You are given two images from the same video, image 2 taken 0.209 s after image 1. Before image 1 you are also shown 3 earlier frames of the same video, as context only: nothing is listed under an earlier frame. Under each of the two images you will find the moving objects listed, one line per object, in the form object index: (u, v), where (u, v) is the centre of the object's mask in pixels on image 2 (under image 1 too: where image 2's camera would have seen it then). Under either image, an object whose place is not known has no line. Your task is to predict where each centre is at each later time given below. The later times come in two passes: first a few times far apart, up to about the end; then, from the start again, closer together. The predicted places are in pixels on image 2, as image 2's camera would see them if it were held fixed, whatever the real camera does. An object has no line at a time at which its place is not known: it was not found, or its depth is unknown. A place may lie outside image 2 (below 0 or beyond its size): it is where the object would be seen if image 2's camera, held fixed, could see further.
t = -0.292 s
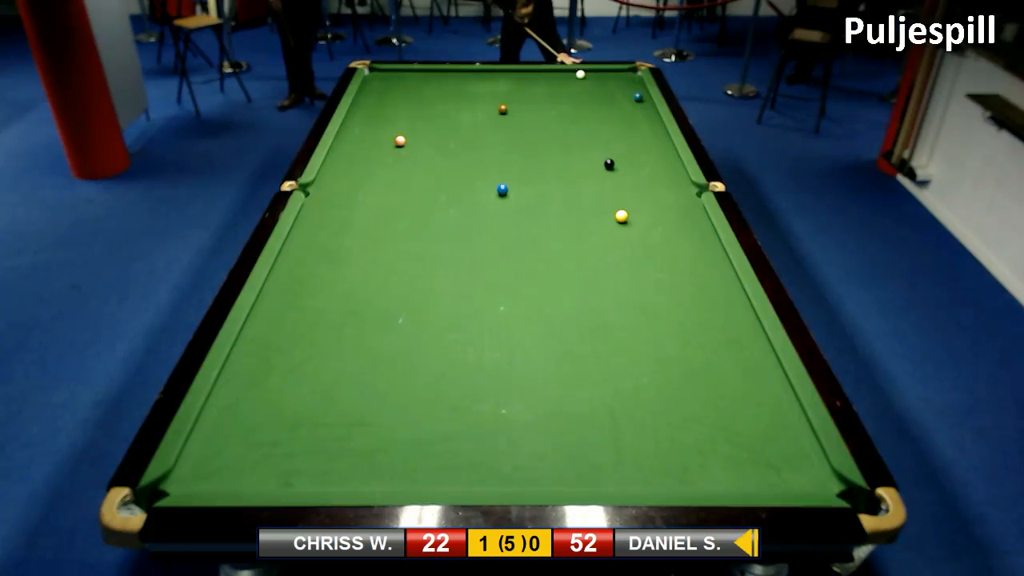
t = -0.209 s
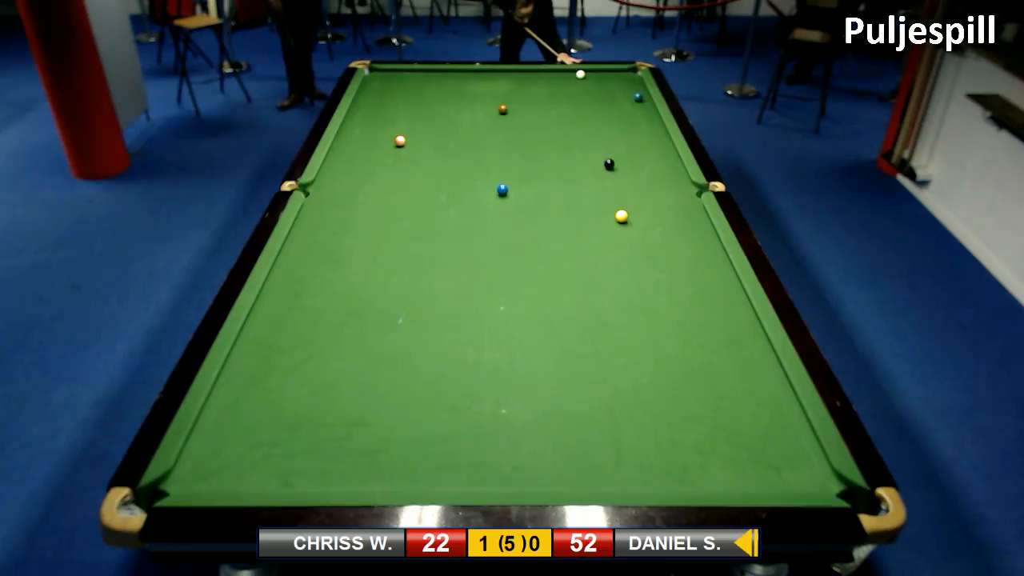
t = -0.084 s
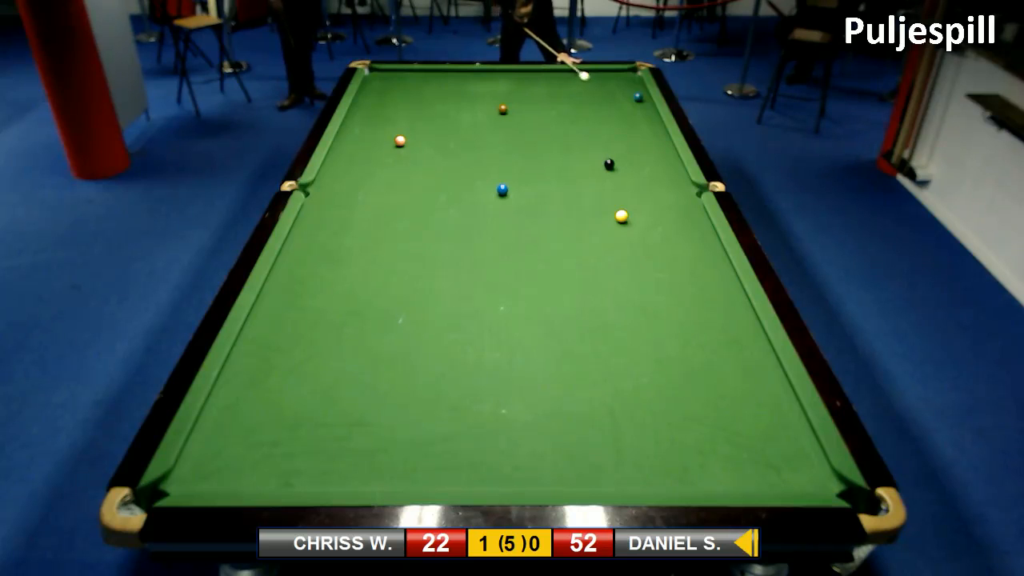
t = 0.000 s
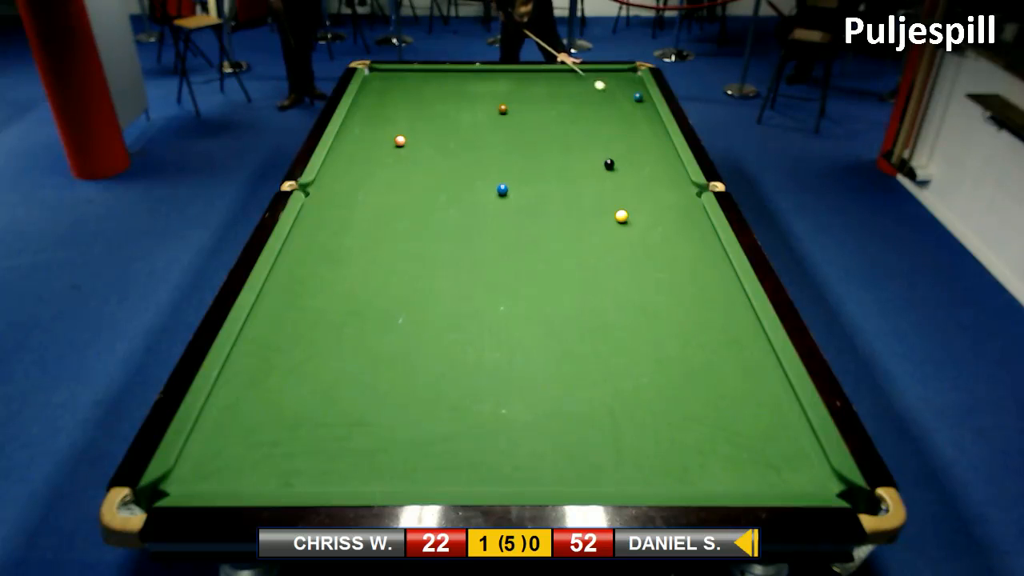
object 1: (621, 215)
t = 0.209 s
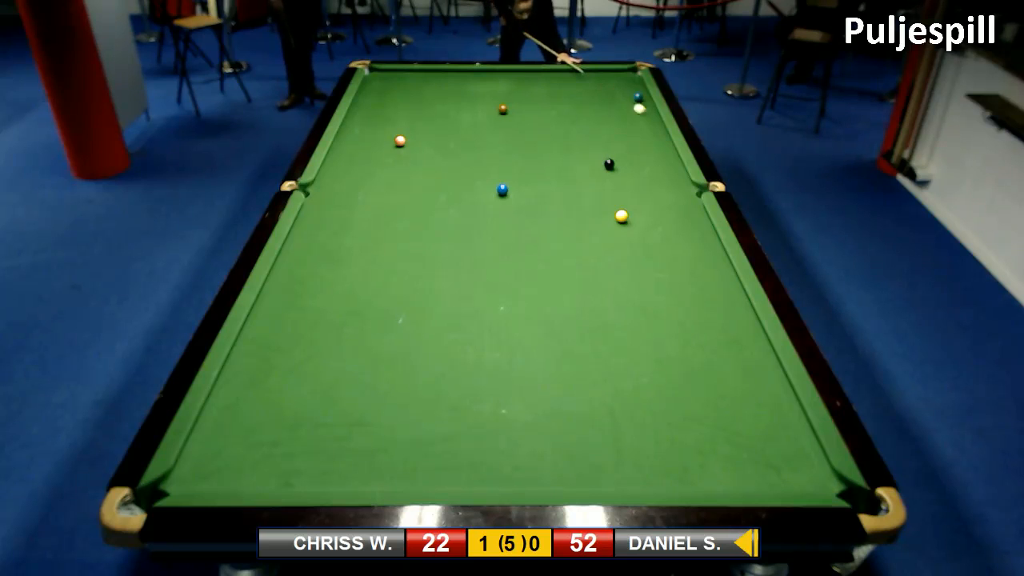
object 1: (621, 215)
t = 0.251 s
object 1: (621, 215)
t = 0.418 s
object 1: (621, 215)
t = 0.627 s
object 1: (621, 215)
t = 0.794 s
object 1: (621, 215)
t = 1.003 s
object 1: (617, 224)
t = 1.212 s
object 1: (605, 252)
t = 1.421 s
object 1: (594, 278)
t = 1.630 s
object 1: (582, 307)
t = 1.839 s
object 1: (569, 338)
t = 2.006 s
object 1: (558, 365)
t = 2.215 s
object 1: (543, 403)
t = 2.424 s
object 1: (526, 444)
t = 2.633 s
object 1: (508, 476)
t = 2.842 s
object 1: (495, 443)
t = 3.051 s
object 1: (484, 416)
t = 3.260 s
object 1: (474, 392)
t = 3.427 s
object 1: (466, 375)
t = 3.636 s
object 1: (458, 355)
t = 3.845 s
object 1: (451, 338)
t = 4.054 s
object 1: (444, 323)
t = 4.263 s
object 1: (439, 309)
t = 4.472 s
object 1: (434, 297)
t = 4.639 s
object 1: (430, 288)
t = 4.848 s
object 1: (426, 278)
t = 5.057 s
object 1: (422, 269)
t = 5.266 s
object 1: (419, 261)
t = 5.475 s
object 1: (416, 253)
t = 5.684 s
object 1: (413, 247)
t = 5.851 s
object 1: (411, 242)
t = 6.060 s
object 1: (409, 237)
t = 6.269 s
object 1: (407, 233)
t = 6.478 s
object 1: (405, 229)
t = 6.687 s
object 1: (403, 225)
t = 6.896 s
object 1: (402, 223)
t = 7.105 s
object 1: (401, 221)
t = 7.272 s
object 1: (400, 219)
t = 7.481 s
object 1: (400, 218)
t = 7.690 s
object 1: (399, 217)
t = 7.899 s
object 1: (398, 217)
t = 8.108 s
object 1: (398, 217)
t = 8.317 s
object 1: (398, 216)
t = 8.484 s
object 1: (398, 217)
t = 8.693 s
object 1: (398, 217)
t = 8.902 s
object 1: (398, 217)
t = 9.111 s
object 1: (398, 217)
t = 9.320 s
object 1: (398, 216)
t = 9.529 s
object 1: (398, 217)
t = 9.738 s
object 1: (398, 217)
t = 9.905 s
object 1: (398, 217)
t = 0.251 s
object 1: (621, 215)
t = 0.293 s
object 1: (621, 215)
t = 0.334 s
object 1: (621, 215)
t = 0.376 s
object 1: (621, 215)
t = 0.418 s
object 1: (621, 215)
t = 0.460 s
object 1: (621, 216)
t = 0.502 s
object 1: (621, 216)
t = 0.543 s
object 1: (621, 216)
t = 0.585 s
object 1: (621, 216)
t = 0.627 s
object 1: (621, 215)
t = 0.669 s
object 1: (621, 216)
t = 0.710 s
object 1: (621, 216)
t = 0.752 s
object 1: (621, 215)
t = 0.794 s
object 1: (621, 215)
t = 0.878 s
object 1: (621, 215)
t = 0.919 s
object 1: (621, 216)
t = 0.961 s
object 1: (620, 218)
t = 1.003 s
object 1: (617, 224)
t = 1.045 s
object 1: (615, 230)
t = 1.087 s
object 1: (612, 236)
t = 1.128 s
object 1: (610, 242)
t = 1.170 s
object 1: (608, 247)
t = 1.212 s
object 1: (605, 252)
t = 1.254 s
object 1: (603, 257)
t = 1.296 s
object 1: (601, 262)
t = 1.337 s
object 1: (599, 267)
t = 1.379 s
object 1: (597, 272)
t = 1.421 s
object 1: (594, 278)
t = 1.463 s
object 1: (592, 284)
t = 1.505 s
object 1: (590, 289)
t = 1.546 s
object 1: (587, 295)
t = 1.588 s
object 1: (585, 301)
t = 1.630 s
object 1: (582, 307)
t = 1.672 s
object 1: (580, 313)
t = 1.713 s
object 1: (577, 319)
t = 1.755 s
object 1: (574, 325)
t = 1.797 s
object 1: (572, 331)
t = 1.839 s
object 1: (569, 338)
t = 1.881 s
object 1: (566, 345)
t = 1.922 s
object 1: (564, 351)
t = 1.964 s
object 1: (561, 358)
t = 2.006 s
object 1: (558, 365)
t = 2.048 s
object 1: (555, 372)
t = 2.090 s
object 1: (552, 380)
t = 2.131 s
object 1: (549, 387)
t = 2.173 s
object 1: (546, 395)
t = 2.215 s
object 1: (543, 403)
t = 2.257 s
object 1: (540, 410)
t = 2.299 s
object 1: (536, 419)
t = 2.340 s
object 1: (533, 427)
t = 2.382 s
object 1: (530, 435)
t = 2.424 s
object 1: (526, 444)
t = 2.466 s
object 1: (523, 453)
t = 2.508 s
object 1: (519, 462)
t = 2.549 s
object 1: (515, 471)
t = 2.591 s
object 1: (512, 479)
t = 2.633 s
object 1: (508, 476)
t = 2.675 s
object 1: (506, 468)
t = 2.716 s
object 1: (503, 461)
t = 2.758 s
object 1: (500, 455)
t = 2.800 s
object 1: (498, 449)
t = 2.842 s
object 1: (495, 443)
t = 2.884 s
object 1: (493, 437)
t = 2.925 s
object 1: (490, 432)
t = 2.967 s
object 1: (488, 426)
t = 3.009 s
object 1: (486, 421)
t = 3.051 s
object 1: (484, 416)
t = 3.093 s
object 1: (482, 411)
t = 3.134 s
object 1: (480, 406)
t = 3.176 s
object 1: (478, 401)
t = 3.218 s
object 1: (476, 396)
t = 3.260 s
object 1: (474, 392)
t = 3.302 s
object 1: (472, 387)
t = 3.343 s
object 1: (470, 383)
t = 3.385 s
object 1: (468, 379)
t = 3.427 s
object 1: (466, 375)
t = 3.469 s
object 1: (465, 370)
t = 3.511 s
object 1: (463, 367)
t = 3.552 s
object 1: (461, 363)
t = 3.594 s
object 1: (460, 359)
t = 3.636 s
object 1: (458, 355)
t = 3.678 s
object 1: (456, 352)
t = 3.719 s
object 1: (455, 348)
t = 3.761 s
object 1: (454, 345)
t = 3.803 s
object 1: (452, 341)
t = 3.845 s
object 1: (451, 338)
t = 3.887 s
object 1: (449, 335)
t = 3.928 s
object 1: (448, 332)
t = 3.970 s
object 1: (447, 329)
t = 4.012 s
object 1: (446, 326)
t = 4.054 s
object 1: (444, 323)
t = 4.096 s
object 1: (443, 320)
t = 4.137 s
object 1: (442, 317)
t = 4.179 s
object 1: (441, 314)
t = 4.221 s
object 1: (440, 312)
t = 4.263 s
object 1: (439, 309)
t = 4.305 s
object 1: (438, 306)
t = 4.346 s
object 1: (437, 304)
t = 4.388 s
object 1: (436, 302)
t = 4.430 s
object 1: (435, 299)
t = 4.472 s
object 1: (434, 297)
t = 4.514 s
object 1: (433, 295)
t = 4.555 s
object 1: (432, 292)
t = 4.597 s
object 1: (431, 290)
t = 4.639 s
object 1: (430, 288)
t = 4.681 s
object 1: (429, 286)
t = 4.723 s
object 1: (428, 284)
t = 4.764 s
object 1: (427, 282)
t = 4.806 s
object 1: (427, 280)
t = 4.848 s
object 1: (426, 278)
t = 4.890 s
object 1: (425, 276)
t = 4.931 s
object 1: (424, 274)
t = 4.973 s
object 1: (423, 272)
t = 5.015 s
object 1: (423, 270)
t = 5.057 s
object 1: (422, 269)
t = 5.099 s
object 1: (421, 267)
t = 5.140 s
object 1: (421, 265)
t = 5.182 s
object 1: (420, 264)
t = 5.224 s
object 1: (419, 262)
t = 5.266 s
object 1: (419, 261)
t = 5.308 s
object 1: (418, 259)
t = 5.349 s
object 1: (417, 258)
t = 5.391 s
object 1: (417, 256)
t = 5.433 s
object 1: (416, 255)
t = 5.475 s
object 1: (416, 253)
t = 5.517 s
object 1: (415, 252)
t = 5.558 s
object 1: (414, 251)
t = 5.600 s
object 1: (414, 249)
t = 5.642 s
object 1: (414, 248)
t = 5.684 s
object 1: (413, 247)
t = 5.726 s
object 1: (412, 246)
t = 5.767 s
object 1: (412, 245)
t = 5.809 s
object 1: (411, 243)
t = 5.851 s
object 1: (411, 242)
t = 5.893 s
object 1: (410, 241)
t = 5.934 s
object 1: (410, 240)
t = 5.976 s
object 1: (410, 239)
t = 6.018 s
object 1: (409, 238)
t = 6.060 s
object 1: (409, 237)
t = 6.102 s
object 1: (408, 236)
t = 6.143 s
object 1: (408, 236)
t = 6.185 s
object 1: (408, 235)
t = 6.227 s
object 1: (407, 234)
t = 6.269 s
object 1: (407, 233)
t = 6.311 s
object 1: (406, 232)
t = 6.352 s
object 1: (406, 231)
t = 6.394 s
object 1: (406, 231)
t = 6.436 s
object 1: (405, 230)
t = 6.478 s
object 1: (405, 229)
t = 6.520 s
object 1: (405, 228)
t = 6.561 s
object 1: (404, 228)
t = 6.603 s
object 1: (404, 227)
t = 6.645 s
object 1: (404, 226)
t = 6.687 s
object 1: (403, 225)
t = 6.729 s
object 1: (403, 225)
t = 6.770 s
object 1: (403, 224)
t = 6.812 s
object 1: (403, 224)
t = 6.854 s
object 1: (402, 223)
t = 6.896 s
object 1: (402, 223)
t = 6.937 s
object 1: (402, 222)
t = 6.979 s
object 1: (402, 222)
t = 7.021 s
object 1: (401, 221)
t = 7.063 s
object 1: (401, 221)
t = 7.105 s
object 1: (401, 221)
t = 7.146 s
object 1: (401, 220)
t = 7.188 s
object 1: (401, 220)
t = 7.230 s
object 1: (400, 219)
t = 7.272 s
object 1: (400, 219)
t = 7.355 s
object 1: (400, 219)
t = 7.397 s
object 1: (400, 218)
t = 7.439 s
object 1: (400, 218)
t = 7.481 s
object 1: (400, 218)
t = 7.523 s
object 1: (399, 218)
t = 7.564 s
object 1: (399, 218)
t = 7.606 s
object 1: (399, 217)
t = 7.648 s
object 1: (399, 217)
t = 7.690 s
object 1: (399, 217)
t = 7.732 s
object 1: (399, 217)
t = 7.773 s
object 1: (398, 217)
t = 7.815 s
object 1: (398, 217)
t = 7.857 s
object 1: (398, 217)
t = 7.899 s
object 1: (398, 217)
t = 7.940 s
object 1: (398, 217)
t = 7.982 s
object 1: (398, 217)
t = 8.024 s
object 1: (398, 217)
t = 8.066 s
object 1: (398, 217)
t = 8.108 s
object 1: (398, 217)
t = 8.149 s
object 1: (398, 217)
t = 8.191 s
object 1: (398, 217)
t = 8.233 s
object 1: (398, 217)
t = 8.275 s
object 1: (398, 216)
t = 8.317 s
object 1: (398, 216)
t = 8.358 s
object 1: (398, 217)
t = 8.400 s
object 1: (398, 216)
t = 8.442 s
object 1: (398, 217)
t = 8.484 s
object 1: (398, 217)
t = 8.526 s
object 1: (398, 217)
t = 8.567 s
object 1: (398, 217)
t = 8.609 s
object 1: (398, 217)
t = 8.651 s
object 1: (398, 217)
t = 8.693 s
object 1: (398, 217)
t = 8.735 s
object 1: (398, 217)
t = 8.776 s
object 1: (398, 217)
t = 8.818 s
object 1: (398, 217)
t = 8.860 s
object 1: (398, 217)
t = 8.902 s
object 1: (398, 217)
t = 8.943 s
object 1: (398, 217)
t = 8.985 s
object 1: (398, 217)
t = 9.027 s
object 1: (398, 217)
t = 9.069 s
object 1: (398, 217)
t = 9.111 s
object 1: (398, 217)
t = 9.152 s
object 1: (398, 217)
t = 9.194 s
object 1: (398, 217)
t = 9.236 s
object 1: (398, 217)
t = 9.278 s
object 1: (398, 217)
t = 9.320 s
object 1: (398, 216)
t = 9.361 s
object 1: (398, 217)
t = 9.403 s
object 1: (398, 217)
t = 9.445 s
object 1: (398, 217)
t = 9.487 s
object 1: (398, 217)
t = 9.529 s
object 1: (398, 217)
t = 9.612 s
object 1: (398, 217)
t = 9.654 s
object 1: (398, 217)
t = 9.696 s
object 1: (398, 217)
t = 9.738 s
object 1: (398, 217)
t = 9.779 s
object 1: (398, 217)
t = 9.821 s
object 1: (398, 217)
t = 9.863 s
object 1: (398, 217)
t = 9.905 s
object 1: (398, 217)
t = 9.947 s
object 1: (398, 217)
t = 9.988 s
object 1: (398, 217)
